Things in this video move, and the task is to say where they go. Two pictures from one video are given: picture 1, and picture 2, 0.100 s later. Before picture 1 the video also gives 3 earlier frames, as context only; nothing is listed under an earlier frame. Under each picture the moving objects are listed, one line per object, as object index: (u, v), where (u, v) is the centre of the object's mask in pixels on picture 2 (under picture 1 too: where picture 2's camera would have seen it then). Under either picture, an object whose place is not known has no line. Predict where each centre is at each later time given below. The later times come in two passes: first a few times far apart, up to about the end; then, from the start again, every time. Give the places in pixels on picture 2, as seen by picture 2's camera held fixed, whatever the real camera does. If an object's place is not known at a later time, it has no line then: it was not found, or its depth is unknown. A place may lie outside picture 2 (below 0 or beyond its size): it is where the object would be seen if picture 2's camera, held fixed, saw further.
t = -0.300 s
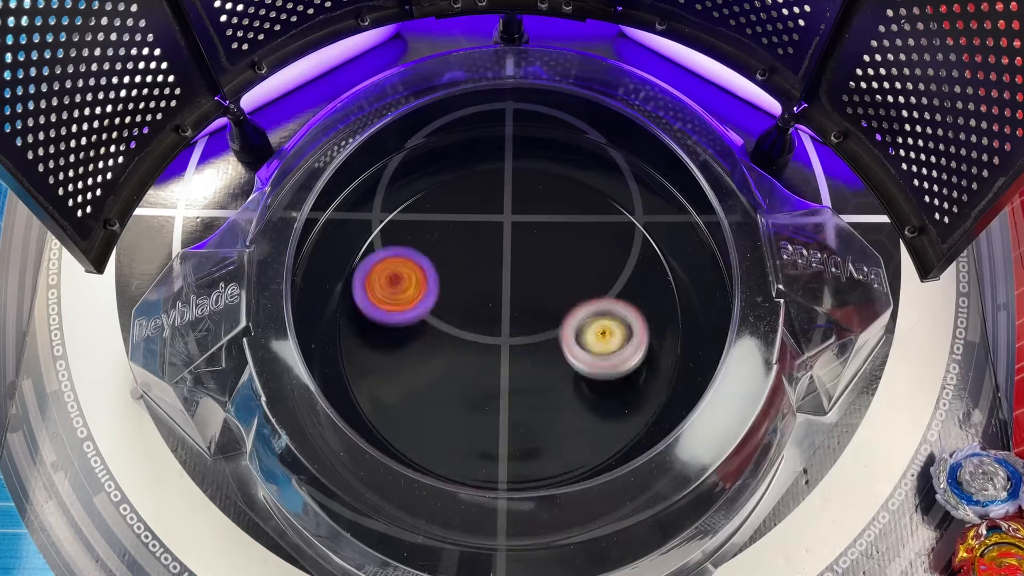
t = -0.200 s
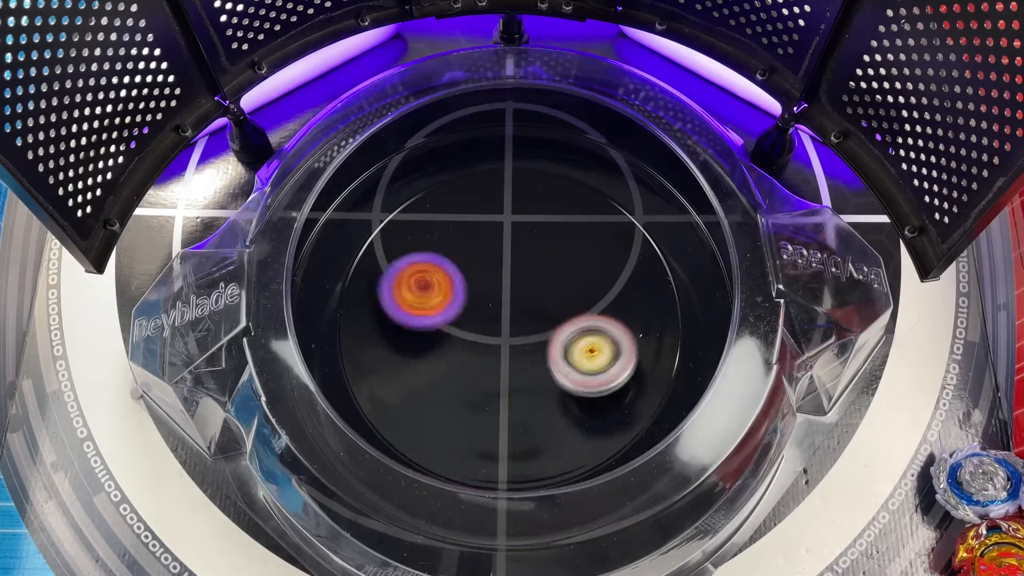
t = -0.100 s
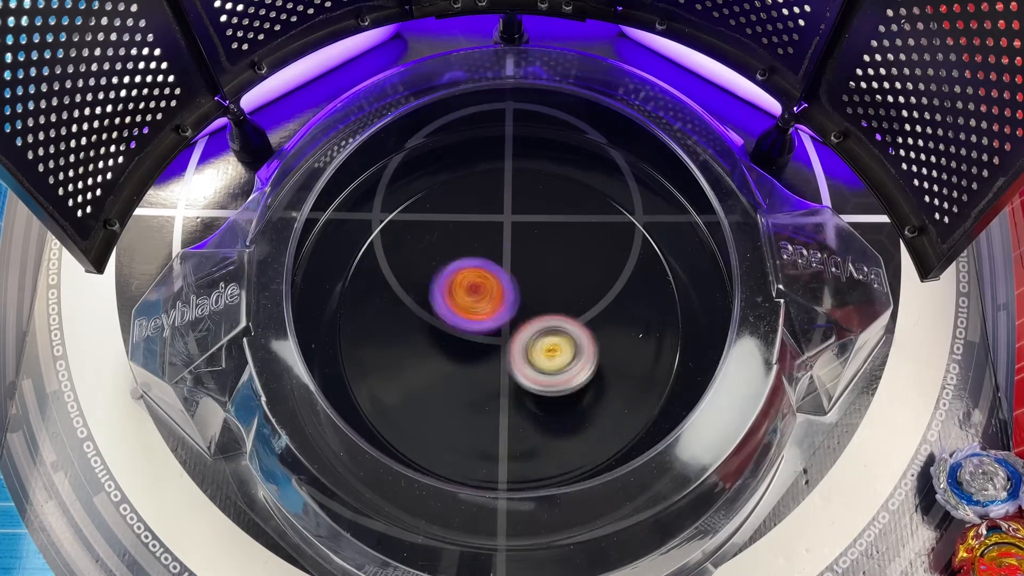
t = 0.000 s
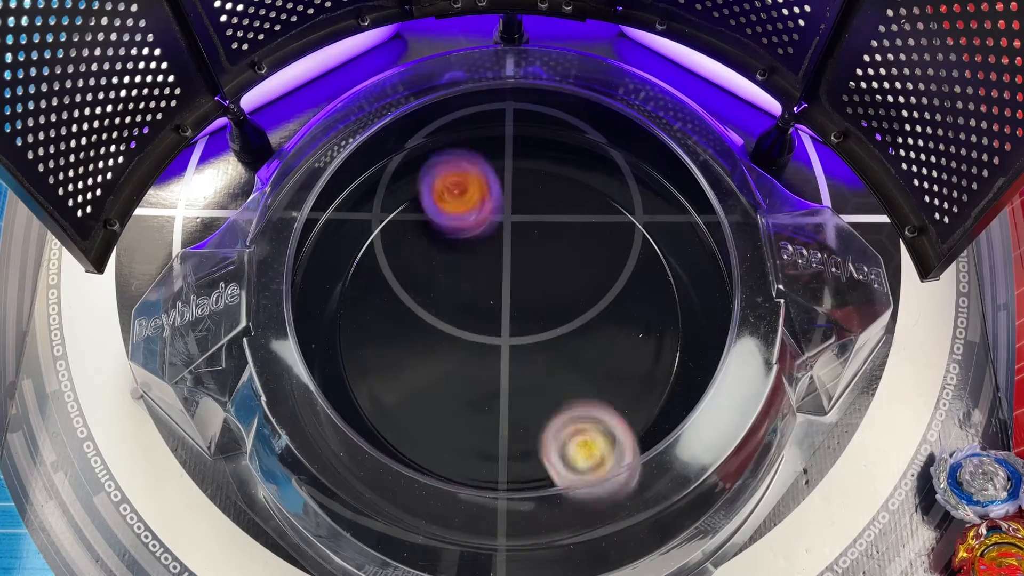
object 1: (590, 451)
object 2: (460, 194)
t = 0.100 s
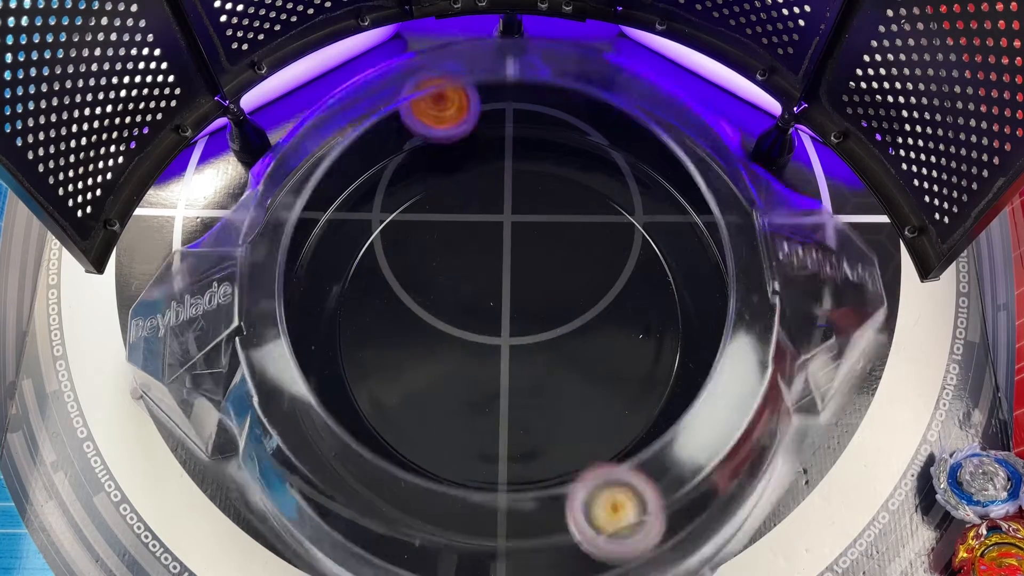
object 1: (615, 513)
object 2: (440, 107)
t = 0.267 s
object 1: (552, 434)
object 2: (463, 135)
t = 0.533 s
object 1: (435, 255)
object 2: (550, 214)
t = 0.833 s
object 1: (321, 278)
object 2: (670, 371)
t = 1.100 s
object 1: (301, 286)
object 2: (634, 489)
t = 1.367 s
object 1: (346, 253)
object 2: (588, 500)
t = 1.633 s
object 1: (475, 261)
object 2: (570, 505)
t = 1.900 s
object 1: (625, 342)
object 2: (551, 505)
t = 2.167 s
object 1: (551, 331)
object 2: (530, 497)
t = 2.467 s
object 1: (445, 272)
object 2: (493, 475)
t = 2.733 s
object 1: (536, 289)
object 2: (421, 362)
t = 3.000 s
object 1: (615, 242)
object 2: (479, 260)
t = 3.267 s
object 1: (761, 258)
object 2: (435, 311)
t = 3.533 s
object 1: (689, 316)
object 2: (475, 340)
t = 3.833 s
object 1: (780, 309)
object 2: (187, 319)
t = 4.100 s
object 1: (712, 311)
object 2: (185, 331)
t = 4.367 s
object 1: (436, 326)
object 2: (184, 331)
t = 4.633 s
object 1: (359, 330)
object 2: (183, 332)
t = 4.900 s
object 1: (568, 349)
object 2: (183, 331)
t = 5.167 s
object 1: (617, 327)
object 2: (183, 331)
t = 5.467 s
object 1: (461, 309)
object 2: (183, 331)
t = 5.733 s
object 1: (410, 337)
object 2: (183, 331)
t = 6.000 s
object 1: (508, 332)
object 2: (183, 331)
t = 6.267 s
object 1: (549, 267)
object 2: (183, 331)
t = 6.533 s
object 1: (492, 280)
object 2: (183, 331)
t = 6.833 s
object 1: (521, 343)
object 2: (183, 331)
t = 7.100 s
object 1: (555, 330)
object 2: (183, 331)
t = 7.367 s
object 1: (501, 310)
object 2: (183, 331)
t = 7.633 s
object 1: (465, 324)
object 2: (183, 331)
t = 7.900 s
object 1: (497, 318)
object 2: (183, 331)
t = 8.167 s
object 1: (530, 294)
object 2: (183, 331)
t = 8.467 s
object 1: (523, 307)
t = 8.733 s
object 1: (506, 335)
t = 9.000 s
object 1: (496, 336)
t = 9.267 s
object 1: (496, 314)
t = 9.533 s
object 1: (506, 297)
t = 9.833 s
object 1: (521, 310)
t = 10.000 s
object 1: (522, 322)
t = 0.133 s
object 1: (605, 499)
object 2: (442, 105)
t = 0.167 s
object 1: (592, 483)
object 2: (446, 109)
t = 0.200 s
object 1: (580, 467)
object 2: (450, 114)
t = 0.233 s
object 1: (566, 452)
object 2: (456, 124)
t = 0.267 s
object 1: (552, 434)
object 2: (463, 135)
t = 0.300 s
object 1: (537, 414)
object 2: (469, 143)
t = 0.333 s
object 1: (522, 391)
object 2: (475, 151)
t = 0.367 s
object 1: (507, 366)
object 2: (481, 159)
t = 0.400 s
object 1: (494, 339)
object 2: (488, 168)
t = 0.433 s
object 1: (482, 310)
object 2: (497, 180)
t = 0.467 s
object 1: (471, 283)
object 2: (507, 195)
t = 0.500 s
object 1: (458, 261)
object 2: (522, 210)
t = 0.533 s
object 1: (435, 255)
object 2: (550, 214)
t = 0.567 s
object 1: (410, 251)
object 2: (577, 220)
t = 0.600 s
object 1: (391, 250)
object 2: (603, 232)
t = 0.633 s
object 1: (371, 251)
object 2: (625, 247)
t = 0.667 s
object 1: (357, 253)
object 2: (644, 265)
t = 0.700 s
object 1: (348, 258)
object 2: (660, 285)
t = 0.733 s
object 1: (340, 264)
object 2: (670, 306)
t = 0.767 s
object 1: (334, 270)
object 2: (675, 328)
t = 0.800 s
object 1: (328, 274)
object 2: (675, 350)
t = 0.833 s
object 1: (321, 278)
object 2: (670, 371)
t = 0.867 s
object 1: (315, 282)
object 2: (664, 391)
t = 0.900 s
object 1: (310, 284)
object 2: (656, 407)
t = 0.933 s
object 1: (305, 286)
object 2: (652, 432)
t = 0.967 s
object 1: (302, 287)
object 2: (653, 451)
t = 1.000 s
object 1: (300, 287)
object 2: (648, 464)
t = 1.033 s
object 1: (297, 286)
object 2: (646, 476)
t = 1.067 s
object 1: (299, 286)
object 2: (642, 484)
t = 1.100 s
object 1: (301, 286)
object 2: (634, 489)
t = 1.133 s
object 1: (305, 283)
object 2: (624, 492)
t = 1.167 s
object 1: (310, 282)
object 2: (616, 493)
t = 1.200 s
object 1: (315, 278)
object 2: (608, 494)
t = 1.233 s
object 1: (321, 274)
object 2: (603, 495)
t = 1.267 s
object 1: (327, 271)
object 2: (598, 496)
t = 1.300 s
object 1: (333, 265)
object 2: (594, 497)
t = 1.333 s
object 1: (340, 260)
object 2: (591, 499)
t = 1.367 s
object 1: (346, 253)
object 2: (588, 500)
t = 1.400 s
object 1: (355, 246)
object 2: (586, 501)
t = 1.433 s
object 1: (363, 242)
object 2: (583, 502)
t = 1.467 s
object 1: (376, 238)
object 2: (581, 502)
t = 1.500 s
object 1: (392, 239)
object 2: (579, 503)
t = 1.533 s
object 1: (409, 241)
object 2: (577, 503)
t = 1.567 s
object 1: (430, 245)
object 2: (575, 504)
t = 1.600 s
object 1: (452, 253)
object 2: (572, 505)
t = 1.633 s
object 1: (475, 261)
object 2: (570, 505)
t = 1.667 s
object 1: (501, 271)
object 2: (568, 506)
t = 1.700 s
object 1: (525, 283)
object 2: (565, 506)
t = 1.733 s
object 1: (550, 293)
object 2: (563, 506)
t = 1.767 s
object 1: (572, 305)
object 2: (561, 506)
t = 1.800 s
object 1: (589, 317)
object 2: (559, 506)
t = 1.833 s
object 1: (605, 326)
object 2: (556, 506)
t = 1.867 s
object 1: (618, 335)
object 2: (554, 506)
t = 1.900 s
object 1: (625, 342)
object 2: (551, 505)
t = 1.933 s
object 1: (630, 347)
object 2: (549, 505)
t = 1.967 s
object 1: (630, 350)
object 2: (546, 504)
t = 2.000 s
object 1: (626, 352)
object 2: (544, 502)
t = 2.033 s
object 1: (616, 351)
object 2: (541, 502)
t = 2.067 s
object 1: (605, 349)
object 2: (538, 501)
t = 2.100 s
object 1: (590, 345)
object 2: (535, 500)
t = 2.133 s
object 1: (571, 339)
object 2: (533, 499)
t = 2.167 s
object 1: (551, 331)
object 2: (530, 497)
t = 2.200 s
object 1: (531, 321)
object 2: (526, 496)
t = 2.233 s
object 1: (509, 310)
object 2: (523, 494)
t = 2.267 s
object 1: (490, 299)
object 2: (520, 492)
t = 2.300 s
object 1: (474, 288)
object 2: (517, 491)
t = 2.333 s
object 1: (461, 281)
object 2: (514, 489)
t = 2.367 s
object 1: (452, 274)
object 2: (510, 487)
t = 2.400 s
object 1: (447, 271)
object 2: (506, 485)
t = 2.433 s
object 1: (445, 270)
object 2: (500, 481)
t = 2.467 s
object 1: (445, 272)
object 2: (493, 475)
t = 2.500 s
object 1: (449, 274)
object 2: (485, 467)
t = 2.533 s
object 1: (454, 279)
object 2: (477, 456)
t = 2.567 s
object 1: (461, 286)
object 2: (469, 442)
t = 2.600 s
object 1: (470, 293)
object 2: (461, 425)
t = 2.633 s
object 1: (480, 300)
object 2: (454, 405)
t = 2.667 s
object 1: (492, 308)
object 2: (446, 383)
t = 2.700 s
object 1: (514, 301)
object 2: (432, 372)
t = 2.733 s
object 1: (536, 289)
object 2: (421, 362)
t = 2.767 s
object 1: (557, 278)
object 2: (413, 350)
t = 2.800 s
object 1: (575, 268)
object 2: (410, 336)
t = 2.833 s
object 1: (589, 260)
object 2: (413, 321)
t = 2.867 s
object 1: (600, 252)
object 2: (419, 307)
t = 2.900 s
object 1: (609, 247)
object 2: (430, 293)
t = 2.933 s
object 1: (614, 244)
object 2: (444, 280)
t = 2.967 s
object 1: (616, 242)
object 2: (460, 269)
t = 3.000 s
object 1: (615, 242)
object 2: (479, 260)
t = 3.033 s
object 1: (612, 244)
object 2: (501, 254)
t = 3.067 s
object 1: (605, 249)
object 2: (521, 252)
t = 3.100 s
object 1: (631, 249)
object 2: (512, 258)
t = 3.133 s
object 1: (662, 248)
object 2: (491, 267)
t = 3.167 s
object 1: (689, 248)
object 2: (472, 278)
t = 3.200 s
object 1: (718, 252)
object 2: (455, 289)
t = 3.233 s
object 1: (739, 253)
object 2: (444, 300)
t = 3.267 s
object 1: (761, 258)
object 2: (435, 311)
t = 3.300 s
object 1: (782, 260)
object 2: (433, 321)
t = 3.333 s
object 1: (787, 267)
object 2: (433, 328)
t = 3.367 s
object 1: (779, 273)
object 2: (436, 334)
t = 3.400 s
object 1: (762, 283)
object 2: (442, 337)
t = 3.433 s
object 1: (745, 291)
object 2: (449, 340)
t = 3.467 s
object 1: (728, 299)
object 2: (457, 341)
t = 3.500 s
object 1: (709, 307)
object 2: (465, 341)
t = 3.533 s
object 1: (689, 316)
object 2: (475, 340)
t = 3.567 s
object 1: (670, 324)
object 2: (484, 339)
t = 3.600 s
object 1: (647, 333)
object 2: (494, 337)
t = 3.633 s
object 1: (619, 342)
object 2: (501, 337)
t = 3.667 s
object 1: (589, 349)
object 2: (505, 336)
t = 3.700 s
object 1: (613, 341)
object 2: (452, 338)
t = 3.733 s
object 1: (659, 332)
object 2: (372, 331)
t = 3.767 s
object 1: (694, 325)
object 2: (306, 320)
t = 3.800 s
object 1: (741, 314)
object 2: (232, 316)
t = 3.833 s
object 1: (780, 309)
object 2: (187, 319)
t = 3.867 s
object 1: (798, 308)
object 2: (176, 329)
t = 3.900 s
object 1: (807, 305)
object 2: (180, 338)
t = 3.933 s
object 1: (810, 305)
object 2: (187, 341)
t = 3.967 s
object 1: (807, 305)
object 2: (184, 335)
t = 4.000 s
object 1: (796, 304)
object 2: (186, 332)
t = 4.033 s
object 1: (770, 307)
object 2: (185, 332)
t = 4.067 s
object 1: (740, 306)
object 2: (184, 332)
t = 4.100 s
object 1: (712, 311)
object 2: (185, 331)
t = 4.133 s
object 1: (682, 314)
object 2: (186, 330)
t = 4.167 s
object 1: (654, 318)
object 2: (185, 331)
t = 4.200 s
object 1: (622, 324)
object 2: (184, 331)
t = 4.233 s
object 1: (586, 327)
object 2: (184, 331)
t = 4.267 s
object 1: (548, 330)
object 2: (184, 331)
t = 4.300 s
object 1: (510, 332)
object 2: (184, 331)
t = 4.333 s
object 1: (472, 330)
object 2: (184, 331)
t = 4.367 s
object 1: (436, 326)
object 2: (184, 331)
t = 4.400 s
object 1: (403, 324)
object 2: (184, 331)
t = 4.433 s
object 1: (379, 322)
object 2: (184, 332)
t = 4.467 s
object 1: (357, 320)
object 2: (184, 331)
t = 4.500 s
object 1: (341, 320)
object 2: (184, 332)
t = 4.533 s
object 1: (335, 321)
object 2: (184, 332)
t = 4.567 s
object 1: (336, 321)
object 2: (184, 332)
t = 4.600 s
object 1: (343, 324)
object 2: (183, 332)
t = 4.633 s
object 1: (359, 330)
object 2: (183, 332)
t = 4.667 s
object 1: (376, 334)
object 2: (183, 331)
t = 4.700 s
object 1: (398, 340)
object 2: (183, 331)
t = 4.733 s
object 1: (426, 345)
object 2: (183, 331)
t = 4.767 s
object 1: (454, 349)
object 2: (183, 331)
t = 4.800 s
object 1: (485, 352)
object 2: (183, 331)
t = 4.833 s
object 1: (516, 353)
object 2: (183, 331)
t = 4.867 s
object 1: (544, 350)
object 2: (183, 331)
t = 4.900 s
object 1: (568, 349)
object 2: (183, 331)
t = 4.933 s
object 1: (589, 345)
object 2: (183, 331)
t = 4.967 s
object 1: (604, 342)
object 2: (183, 331)
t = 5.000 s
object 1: (616, 340)
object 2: (183, 331)
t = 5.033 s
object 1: (625, 337)
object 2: (183, 331)
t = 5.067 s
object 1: (627, 334)
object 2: (183, 331)
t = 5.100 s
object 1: (628, 333)
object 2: (183, 331)
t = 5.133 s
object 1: (625, 331)
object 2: (183, 331)
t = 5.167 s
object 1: (617, 327)
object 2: (183, 331)
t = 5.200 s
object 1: (609, 327)
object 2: (183, 331)
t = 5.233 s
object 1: (596, 323)
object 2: (183, 331)
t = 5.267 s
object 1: (580, 320)
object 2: (183, 331)
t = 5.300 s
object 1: (565, 319)
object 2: (183, 332)
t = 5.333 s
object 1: (544, 315)
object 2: (183, 331)
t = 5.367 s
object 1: (522, 313)
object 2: (183, 331)
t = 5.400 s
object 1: (504, 312)
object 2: (183, 331)
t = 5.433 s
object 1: (482, 308)
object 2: (183, 331)
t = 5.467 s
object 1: (461, 309)
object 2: (183, 331)
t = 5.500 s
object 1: (448, 308)
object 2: (183, 331)
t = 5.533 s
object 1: (431, 308)
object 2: (183, 331)
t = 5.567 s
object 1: (420, 314)
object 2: (183, 331)
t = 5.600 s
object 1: (413, 315)
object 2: (183, 331)
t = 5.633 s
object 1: (406, 320)
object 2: (183, 331)
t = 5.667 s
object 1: (407, 328)
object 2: (183, 331)
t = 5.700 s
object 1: (406, 329)
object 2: (183, 331)
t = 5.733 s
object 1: (410, 337)
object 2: (183, 331)
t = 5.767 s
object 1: (418, 340)
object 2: (183, 331)
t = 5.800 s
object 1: (425, 341)
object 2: (183, 331)
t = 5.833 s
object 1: (436, 347)
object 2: (183, 331)
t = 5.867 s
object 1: (449, 343)
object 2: (183, 331)
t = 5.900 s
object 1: (461, 344)
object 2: (183, 331)
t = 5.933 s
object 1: (479, 342)
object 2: (183, 331)
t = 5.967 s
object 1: (493, 335)
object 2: (183, 331)
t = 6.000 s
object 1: (508, 332)
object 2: (183, 331)
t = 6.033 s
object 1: (524, 322)
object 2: (183, 331)
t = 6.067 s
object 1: (533, 315)
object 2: (183, 331)
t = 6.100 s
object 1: (545, 307)
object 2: (183, 331)
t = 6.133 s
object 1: (552, 296)
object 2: (183, 331)
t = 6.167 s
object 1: (555, 290)
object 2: (183, 331)
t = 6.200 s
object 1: (557, 280)
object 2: (183, 331)
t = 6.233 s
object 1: (552, 274)
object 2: (183, 331)
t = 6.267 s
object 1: (549, 267)
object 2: (183, 331)
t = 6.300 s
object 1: (541, 262)
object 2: (183, 331)
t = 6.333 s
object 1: (533, 261)
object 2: (183, 331)
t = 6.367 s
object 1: (526, 258)
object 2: (183, 331)
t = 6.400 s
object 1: (516, 260)
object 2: (183, 331)
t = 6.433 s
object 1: (510, 261)
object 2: (183, 331)
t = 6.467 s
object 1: (502, 266)
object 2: (183, 331)
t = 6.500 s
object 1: (497, 272)
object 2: (183, 331)
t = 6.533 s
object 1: (492, 280)
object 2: (183, 331)
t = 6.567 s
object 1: (489, 289)
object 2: (183, 332)
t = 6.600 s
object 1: (488, 298)
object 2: (183, 331)
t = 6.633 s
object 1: (488, 307)
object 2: (183, 331)
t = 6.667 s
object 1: (490, 316)
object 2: (183, 331)
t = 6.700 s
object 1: (493, 324)
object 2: (183, 331)
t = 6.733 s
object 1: (499, 332)
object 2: (183, 331)
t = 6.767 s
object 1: (505, 336)
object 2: (183, 331)
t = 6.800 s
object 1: (513, 341)
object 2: (183, 331)
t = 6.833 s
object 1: (521, 343)
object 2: (183, 331)
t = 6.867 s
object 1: (530, 344)
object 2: (183, 331)
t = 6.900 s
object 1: (540, 343)
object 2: (183, 331)
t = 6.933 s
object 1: (548, 341)
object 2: (183, 331)
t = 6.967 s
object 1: (554, 340)
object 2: (183, 331)
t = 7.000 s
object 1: (557, 336)
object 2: (183, 331)
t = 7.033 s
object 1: (559, 335)
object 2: (183, 331)
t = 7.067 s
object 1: (557, 330)
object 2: (183, 331)
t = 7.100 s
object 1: (555, 330)
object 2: (183, 331)
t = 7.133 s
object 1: (551, 325)
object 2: (183, 331)
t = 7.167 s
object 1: (544, 324)
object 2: (183, 331)
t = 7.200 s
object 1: (539, 321)
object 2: (183, 331)
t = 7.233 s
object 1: (530, 317)
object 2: (183, 331)
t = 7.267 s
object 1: (525, 316)
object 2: (183, 331)
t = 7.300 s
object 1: (516, 311)
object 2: (183, 331)
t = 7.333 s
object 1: (509, 313)
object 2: (183, 331)
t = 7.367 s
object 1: (501, 310)
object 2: (183, 331)
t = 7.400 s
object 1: (493, 313)
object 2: (183, 331)
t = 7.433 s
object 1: (487, 312)
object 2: (183, 331)
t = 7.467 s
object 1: (479, 314)
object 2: (183, 331)
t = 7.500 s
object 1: (475, 317)
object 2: (183, 331)
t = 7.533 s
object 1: (469, 318)
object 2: (183, 331)
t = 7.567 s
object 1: (468, 322)
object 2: (183, 331)
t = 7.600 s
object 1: (465, 321)
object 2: (183, 331)
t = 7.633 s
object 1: (465, 324)
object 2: (183, 331)
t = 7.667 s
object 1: (466, 321)
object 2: (183, 331)
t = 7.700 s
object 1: (468, 325)
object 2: (183, 331)
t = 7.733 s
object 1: (472, 321)
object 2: (183, 331)
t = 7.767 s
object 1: (475, 324)
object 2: (183, 331)
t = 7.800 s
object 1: (482, 321)
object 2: (183, 331)
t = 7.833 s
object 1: (485, 322)
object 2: (183, 331)
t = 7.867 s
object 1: (493, 320)
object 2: (183, 331)
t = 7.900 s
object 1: (497, 318)
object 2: (183, 331)
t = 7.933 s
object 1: (504, 317)
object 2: (183, 331)
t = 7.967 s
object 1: (509, 313)
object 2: (183, 331)
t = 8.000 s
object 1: (514, 310)
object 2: (183, 331)
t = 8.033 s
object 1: (519, 305)
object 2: (183, 331)
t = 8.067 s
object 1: (521, 303)
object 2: (183, 331)
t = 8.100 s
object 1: (526, 299)
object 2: (183, 331)
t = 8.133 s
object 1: (528, 296)
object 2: (183, 331)
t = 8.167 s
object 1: (530, 294)
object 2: (183, 331)
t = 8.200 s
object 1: (531, 293)
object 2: (183, 331)
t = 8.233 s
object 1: (533, 292)
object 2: (183, 331)
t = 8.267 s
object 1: (533, 293)
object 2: (183, 331)
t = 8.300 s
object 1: (533, 294)
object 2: (183, 331)
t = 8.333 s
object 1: (532, 296)
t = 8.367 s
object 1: (530, 299)
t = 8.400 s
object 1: (528, 301)
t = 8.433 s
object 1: (526, 304)
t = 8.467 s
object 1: (523, 307)
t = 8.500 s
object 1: (521, 311)
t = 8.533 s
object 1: (518, 314)
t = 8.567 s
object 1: (516, 319)
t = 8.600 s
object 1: (513, 321)
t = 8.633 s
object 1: (511, 326)
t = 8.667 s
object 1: (509, 329)
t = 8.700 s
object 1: (507, 333)
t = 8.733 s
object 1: (506, 335)
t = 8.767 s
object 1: (503, 338)
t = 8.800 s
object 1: (503, 339)
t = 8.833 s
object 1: (500, 340)
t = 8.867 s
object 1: (500, 340)
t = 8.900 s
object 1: (497, 339)
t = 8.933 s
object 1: (498, 339)
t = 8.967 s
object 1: (495, 336)
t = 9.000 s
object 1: (496, 336)
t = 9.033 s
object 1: (495, 332)
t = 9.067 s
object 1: (496, 332)
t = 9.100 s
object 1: (495, 327)
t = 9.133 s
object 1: (496, 326)
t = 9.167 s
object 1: (495, 321)
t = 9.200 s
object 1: (495, 320)
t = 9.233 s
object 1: (496, 315)
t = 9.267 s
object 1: (496, 314)
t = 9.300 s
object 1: (497, 309)
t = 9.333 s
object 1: (497, 308)
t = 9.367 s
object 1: (499, 303)
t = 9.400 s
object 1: (499, 302)
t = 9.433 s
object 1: (502, 299)
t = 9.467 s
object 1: (503, 298)
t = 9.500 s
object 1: (506, 297)
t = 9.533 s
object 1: (506, 297)
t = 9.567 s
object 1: (509, 297)
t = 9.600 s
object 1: (511, 297)
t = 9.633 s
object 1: (513, 298)
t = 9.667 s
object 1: (514, 299)
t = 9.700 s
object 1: (516, 301)
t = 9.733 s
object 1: (517, 302)
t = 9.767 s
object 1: (519, 305)
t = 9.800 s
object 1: (520, 307)
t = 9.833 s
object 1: (521, 310)
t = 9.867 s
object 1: (521, 311)
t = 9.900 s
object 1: (522, 314)
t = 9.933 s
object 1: (522, 317)
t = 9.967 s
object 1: (522, 320)
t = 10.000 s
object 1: (522, 322)
